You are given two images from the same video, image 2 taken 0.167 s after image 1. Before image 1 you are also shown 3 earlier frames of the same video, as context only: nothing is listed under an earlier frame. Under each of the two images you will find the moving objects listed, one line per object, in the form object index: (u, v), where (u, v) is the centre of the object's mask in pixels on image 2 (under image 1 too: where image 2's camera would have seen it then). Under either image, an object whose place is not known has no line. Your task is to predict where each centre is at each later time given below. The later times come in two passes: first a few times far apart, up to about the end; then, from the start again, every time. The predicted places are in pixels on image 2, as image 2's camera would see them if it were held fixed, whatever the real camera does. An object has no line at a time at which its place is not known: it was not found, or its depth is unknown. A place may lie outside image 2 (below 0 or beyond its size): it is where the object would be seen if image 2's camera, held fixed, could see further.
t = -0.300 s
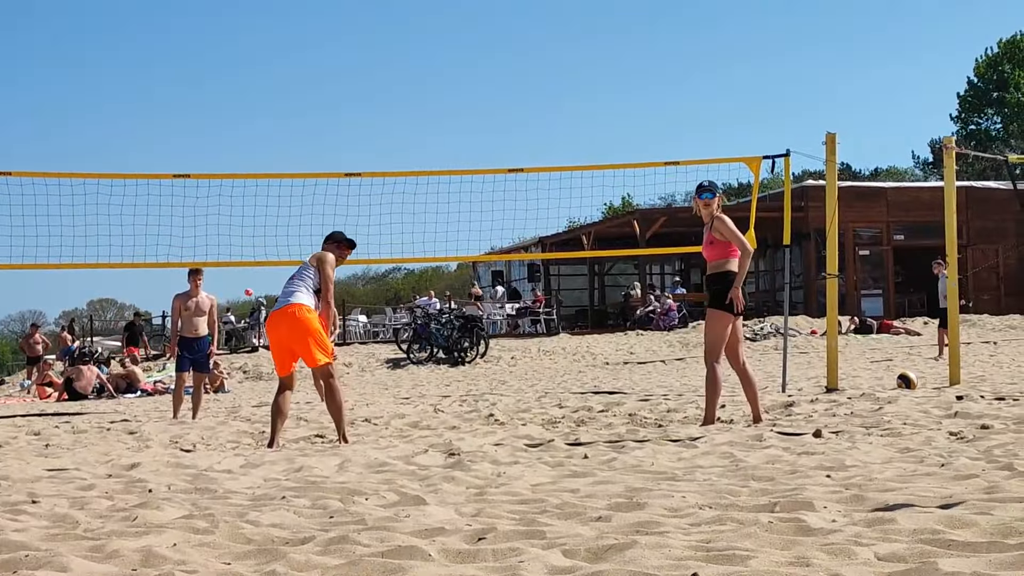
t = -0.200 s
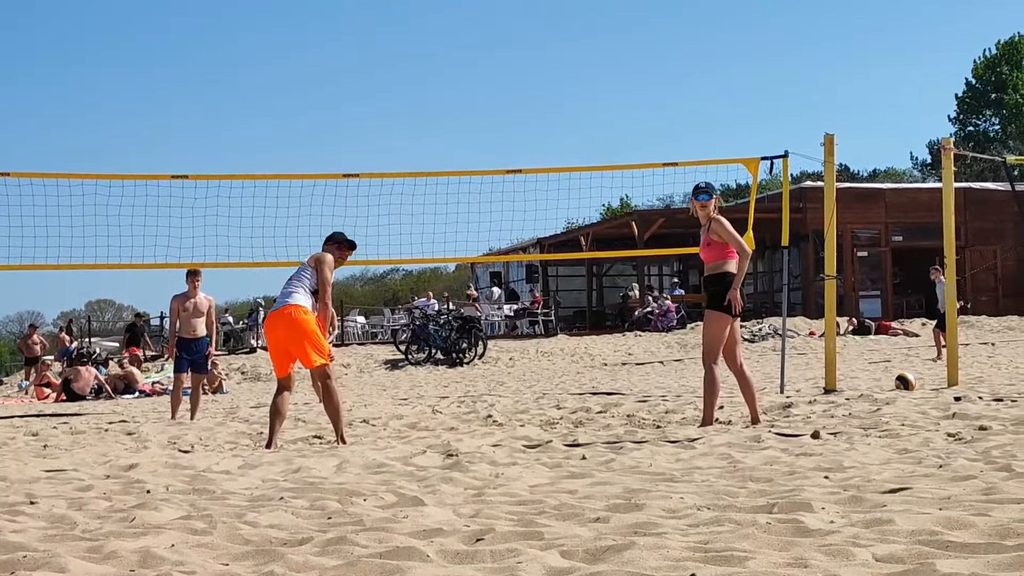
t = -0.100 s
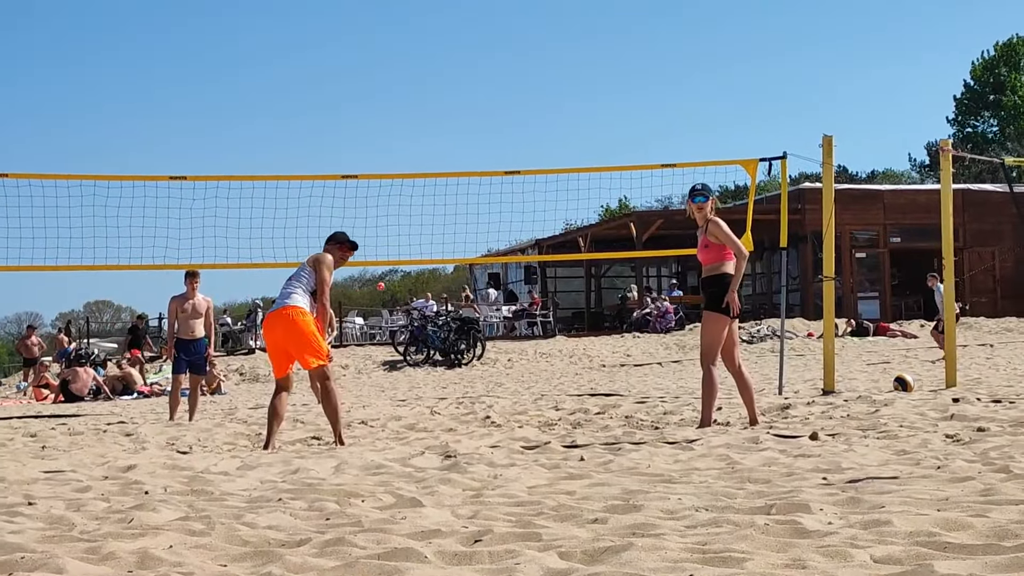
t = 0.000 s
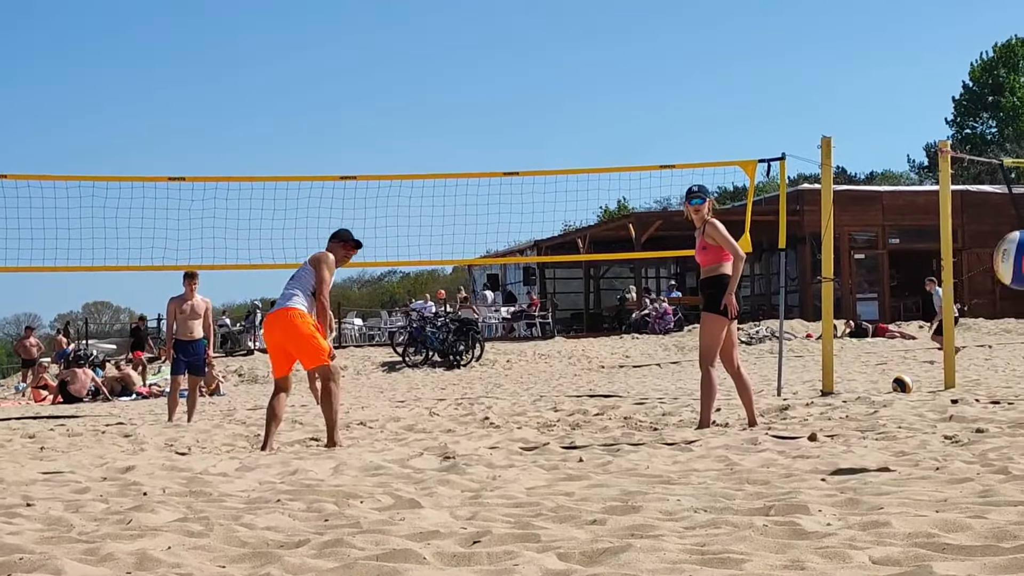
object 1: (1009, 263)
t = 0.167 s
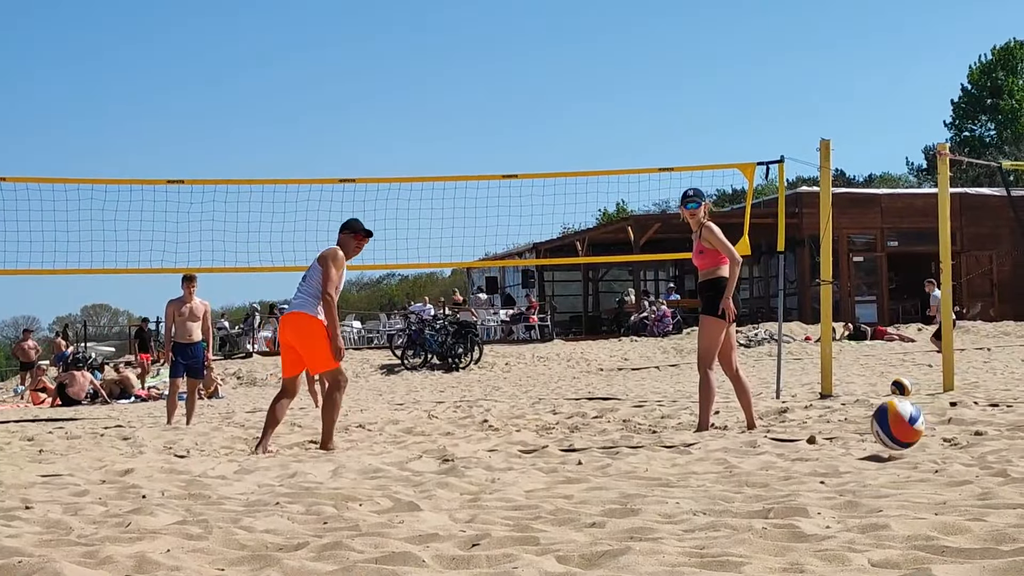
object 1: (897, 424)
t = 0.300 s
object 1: (841, 369)
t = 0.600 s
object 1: (739, 394)
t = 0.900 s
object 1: (666, 427)
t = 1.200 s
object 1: (613, 426)
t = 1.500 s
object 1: (579, 424)
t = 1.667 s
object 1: (569, 427)
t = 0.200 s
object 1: (883, 406)
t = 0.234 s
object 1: (869, 391)
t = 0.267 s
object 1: (855, 378)
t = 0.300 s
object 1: (841, 369)
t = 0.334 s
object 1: (828, 362)
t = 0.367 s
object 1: (816, 358)
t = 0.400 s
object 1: (804, 357)
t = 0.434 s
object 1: (792, 358)
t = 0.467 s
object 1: (781, 360)
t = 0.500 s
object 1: (769, 365)
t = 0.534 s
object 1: (759, 372)
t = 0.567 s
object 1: (749, 382)
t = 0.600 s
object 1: (739, 394)
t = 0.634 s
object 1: (729, 408)
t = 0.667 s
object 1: (720, 423)
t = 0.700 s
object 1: (711, 433)
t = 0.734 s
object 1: (702, 433)
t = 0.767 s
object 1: (694, 430)
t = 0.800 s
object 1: (687, 427)
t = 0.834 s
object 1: (680, 425)
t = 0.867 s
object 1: (673, 425)
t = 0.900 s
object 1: (666, 427)
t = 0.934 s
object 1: (659, 431)
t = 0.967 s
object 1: (653, 431)
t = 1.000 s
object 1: (646, 426)
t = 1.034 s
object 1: (641, 422)
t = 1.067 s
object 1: (635, 420)
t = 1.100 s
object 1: (629, 420)
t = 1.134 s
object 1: (623, 423)
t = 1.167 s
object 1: (618, 426)
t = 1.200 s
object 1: (613, 426)
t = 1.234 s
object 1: (609, 427)
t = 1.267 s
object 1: (605, 426)
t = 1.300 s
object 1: (601, 425)
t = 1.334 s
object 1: (598, 425)
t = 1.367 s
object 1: (594, 424)
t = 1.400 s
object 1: (590, 425)
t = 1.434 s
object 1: (586, 424)
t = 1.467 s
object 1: (582, 423)
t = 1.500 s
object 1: (579, 424)
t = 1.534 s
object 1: (575, 426)
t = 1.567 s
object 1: (573, 426)
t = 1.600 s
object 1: (571, 426)
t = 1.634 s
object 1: (570, 427)
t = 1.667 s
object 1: (569, 427)
